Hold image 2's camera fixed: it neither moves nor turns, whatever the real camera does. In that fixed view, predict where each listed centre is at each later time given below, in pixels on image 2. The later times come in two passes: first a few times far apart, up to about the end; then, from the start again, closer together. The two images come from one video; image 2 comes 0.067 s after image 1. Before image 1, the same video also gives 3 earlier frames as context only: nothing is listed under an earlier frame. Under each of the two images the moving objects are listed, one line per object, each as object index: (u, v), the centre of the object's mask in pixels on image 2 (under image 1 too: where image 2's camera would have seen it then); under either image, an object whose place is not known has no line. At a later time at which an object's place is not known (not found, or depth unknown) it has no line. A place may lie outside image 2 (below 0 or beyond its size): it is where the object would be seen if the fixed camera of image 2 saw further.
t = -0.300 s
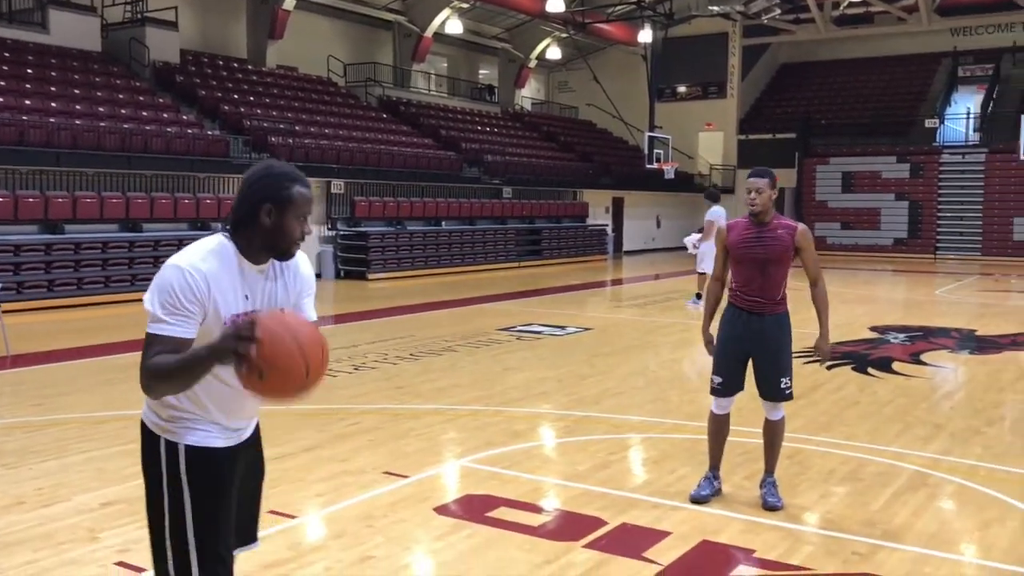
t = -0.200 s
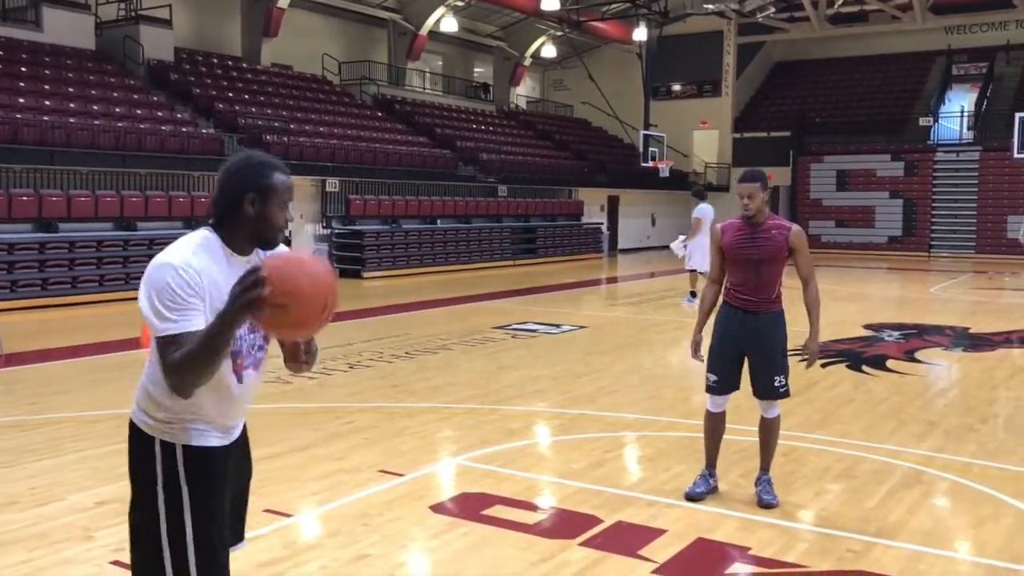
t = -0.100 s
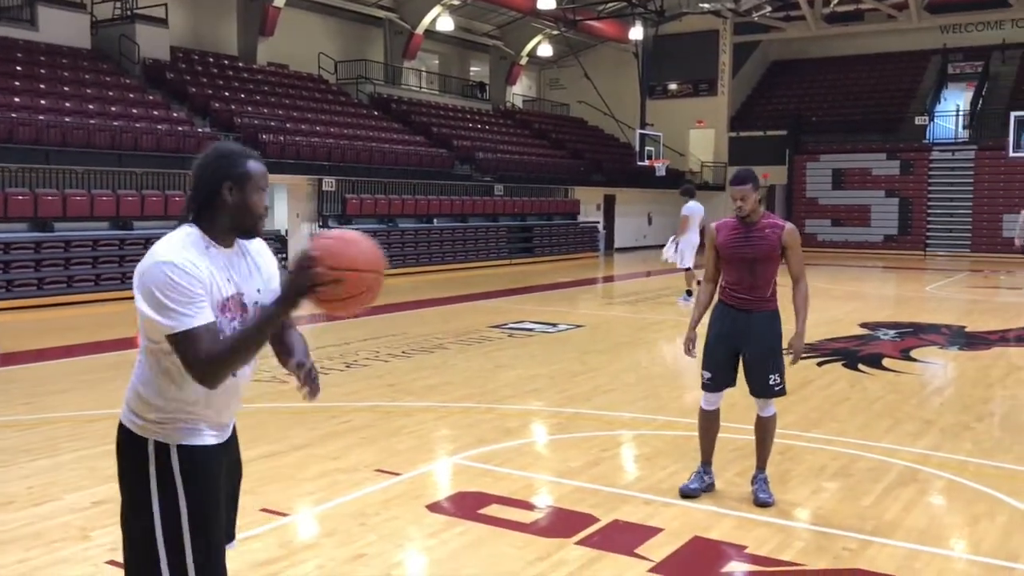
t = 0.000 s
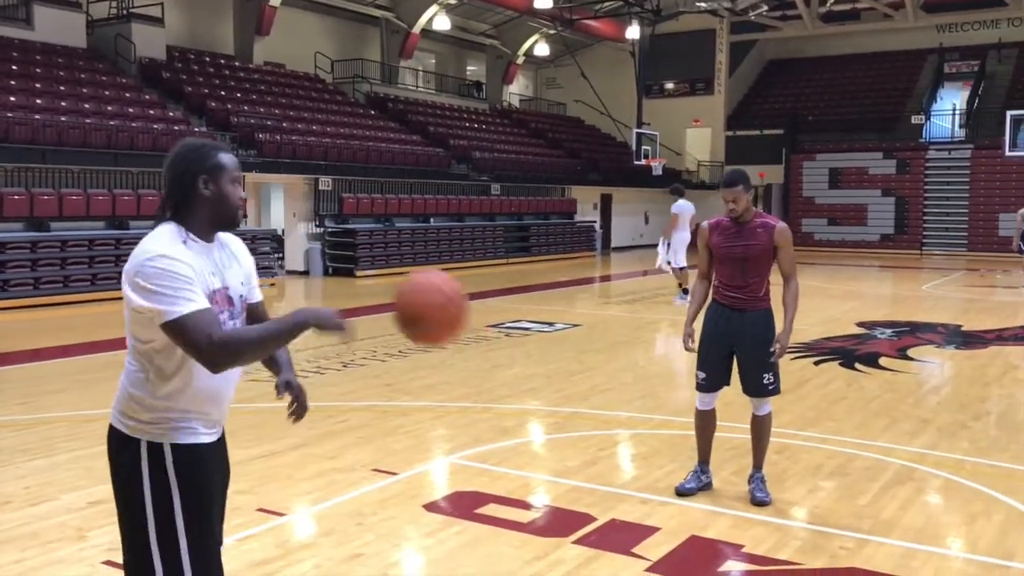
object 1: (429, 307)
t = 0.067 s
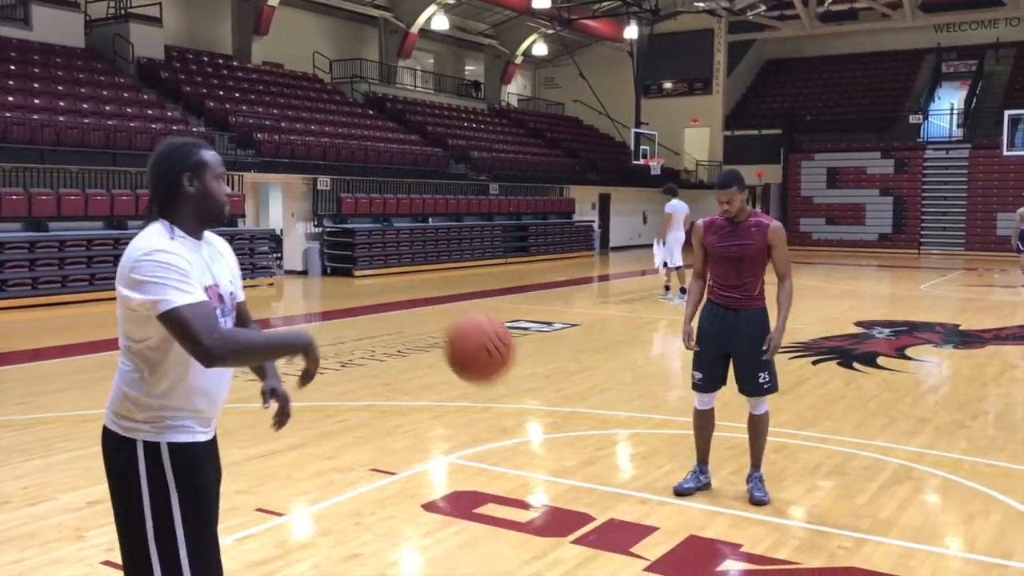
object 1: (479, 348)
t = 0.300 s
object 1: (607, 529)
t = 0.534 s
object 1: (651, 400)
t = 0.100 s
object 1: (501, 370)
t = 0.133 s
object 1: (522, 394)
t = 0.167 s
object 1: (541, 419)
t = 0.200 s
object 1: (560, 445)
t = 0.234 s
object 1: (576, 472)
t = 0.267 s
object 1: (592, 499)
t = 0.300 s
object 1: (607, 529)
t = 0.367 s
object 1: (627, 531)
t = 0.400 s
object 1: (632, 498)
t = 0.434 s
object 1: (637, 469)
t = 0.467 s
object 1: (642, 444)
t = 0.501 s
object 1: (647, 421)
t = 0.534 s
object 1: (651, 400)
